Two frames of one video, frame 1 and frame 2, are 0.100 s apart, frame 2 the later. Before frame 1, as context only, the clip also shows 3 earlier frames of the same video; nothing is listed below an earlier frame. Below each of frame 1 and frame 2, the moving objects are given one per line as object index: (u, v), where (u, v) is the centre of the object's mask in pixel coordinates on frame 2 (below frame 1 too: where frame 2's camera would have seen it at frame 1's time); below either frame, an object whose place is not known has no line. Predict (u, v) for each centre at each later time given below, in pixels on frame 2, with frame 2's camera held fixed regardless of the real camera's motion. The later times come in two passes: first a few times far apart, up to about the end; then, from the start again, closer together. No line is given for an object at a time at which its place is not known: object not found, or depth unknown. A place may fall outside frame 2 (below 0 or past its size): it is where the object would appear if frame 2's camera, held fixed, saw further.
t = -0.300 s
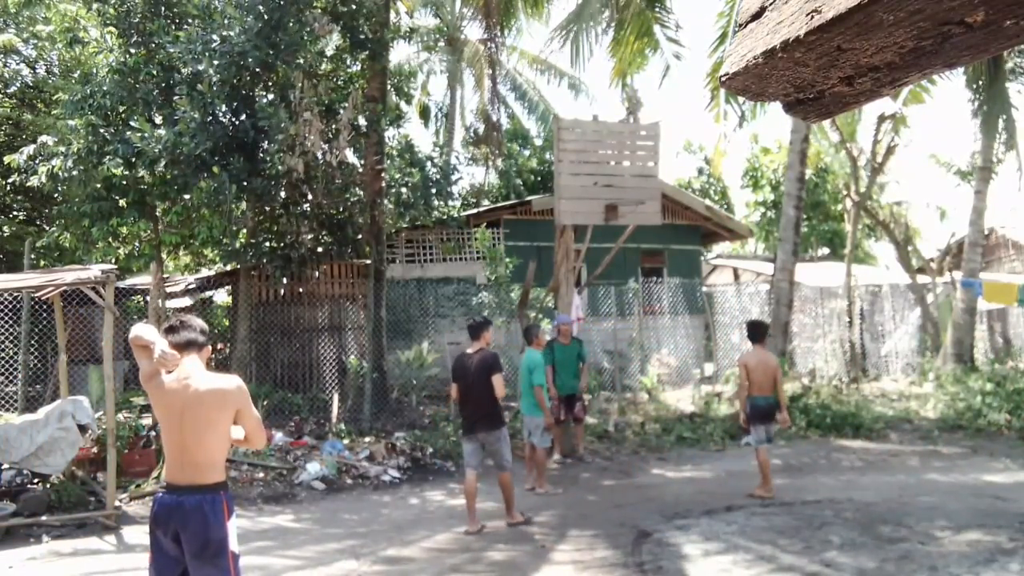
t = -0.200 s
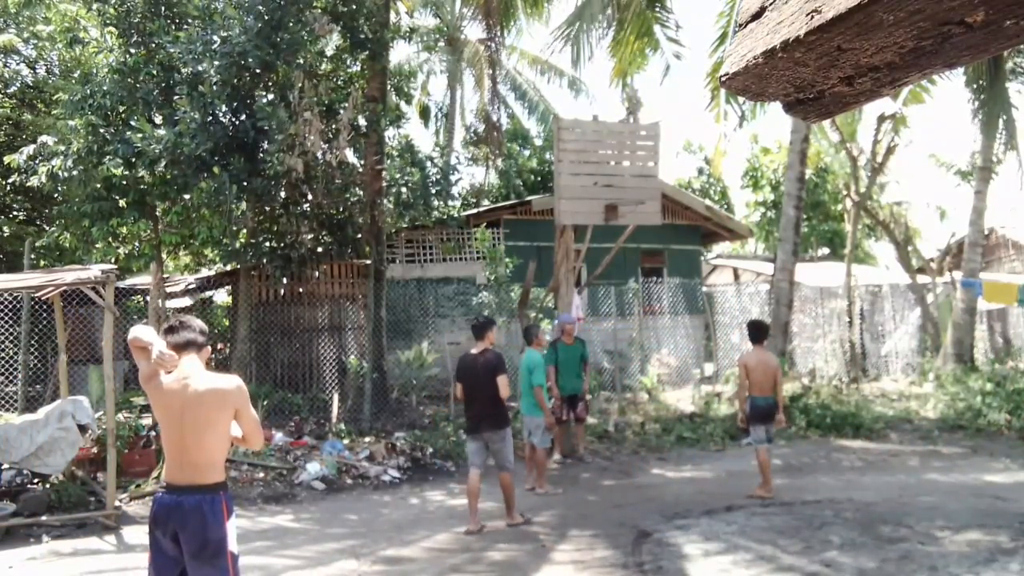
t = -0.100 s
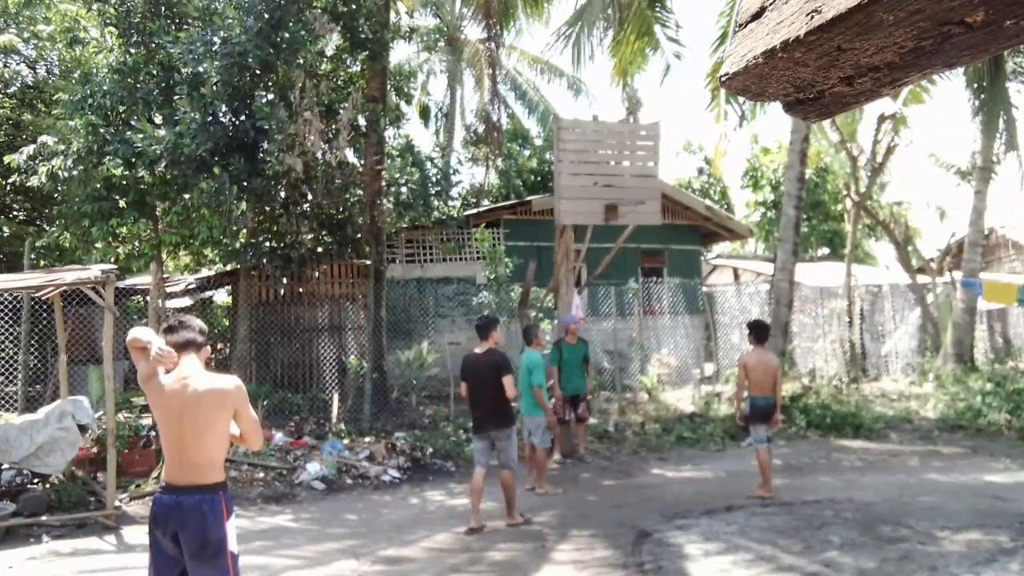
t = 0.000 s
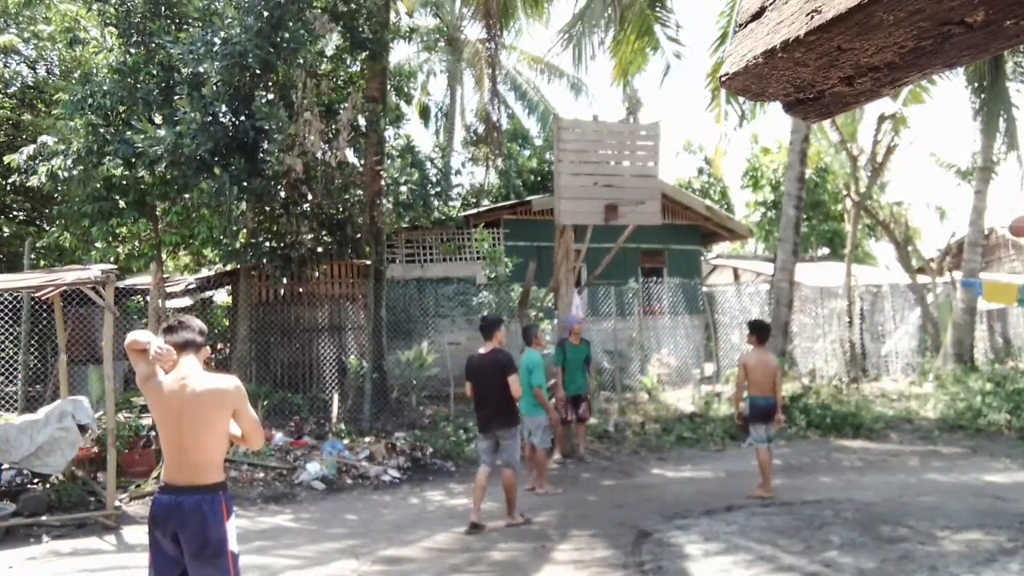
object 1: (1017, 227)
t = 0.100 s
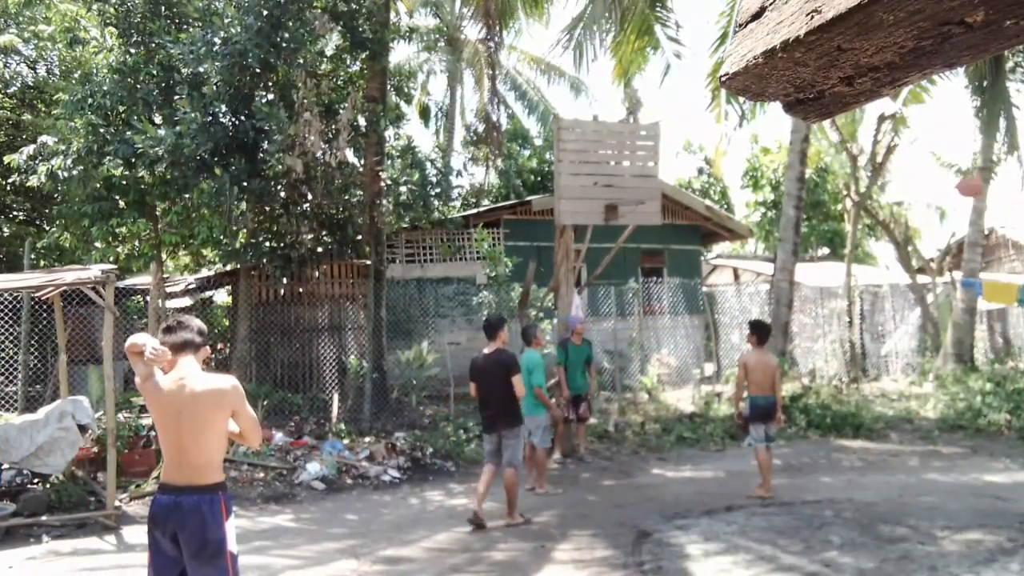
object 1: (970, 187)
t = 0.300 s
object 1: (869, 138)
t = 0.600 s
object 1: (727, 142)
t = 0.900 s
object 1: (611, 193)
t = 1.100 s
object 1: (597, 185)
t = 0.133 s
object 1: (953, 175)
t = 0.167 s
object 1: (935, 164)
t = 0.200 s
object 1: (918, 156)
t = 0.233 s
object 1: (900, 149)
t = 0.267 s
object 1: (884, 143)
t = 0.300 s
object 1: (869, 138)
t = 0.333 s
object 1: (853, 134)
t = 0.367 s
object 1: (837, 132)
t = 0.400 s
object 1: (820, 130)
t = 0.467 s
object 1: (791, 129)
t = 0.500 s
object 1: (774, 131)
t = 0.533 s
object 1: (758, 134)
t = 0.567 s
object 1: (743, 137)
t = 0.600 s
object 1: (727, 142)
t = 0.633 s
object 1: (713, 149)
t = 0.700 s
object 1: (684, 163)
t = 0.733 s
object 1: (668, 173)
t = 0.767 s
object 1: (655, 184)
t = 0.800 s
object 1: (640, 192)
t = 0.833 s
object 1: (631, 193)
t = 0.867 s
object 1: (620, 193)
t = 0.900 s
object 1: (611, 193)
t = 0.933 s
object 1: (603, 192)
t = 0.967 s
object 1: (600, 189)
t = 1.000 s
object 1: (600, 186)
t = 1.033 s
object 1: (599, 185)
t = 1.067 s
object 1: (599, 185)
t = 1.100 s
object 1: (597, 185)
